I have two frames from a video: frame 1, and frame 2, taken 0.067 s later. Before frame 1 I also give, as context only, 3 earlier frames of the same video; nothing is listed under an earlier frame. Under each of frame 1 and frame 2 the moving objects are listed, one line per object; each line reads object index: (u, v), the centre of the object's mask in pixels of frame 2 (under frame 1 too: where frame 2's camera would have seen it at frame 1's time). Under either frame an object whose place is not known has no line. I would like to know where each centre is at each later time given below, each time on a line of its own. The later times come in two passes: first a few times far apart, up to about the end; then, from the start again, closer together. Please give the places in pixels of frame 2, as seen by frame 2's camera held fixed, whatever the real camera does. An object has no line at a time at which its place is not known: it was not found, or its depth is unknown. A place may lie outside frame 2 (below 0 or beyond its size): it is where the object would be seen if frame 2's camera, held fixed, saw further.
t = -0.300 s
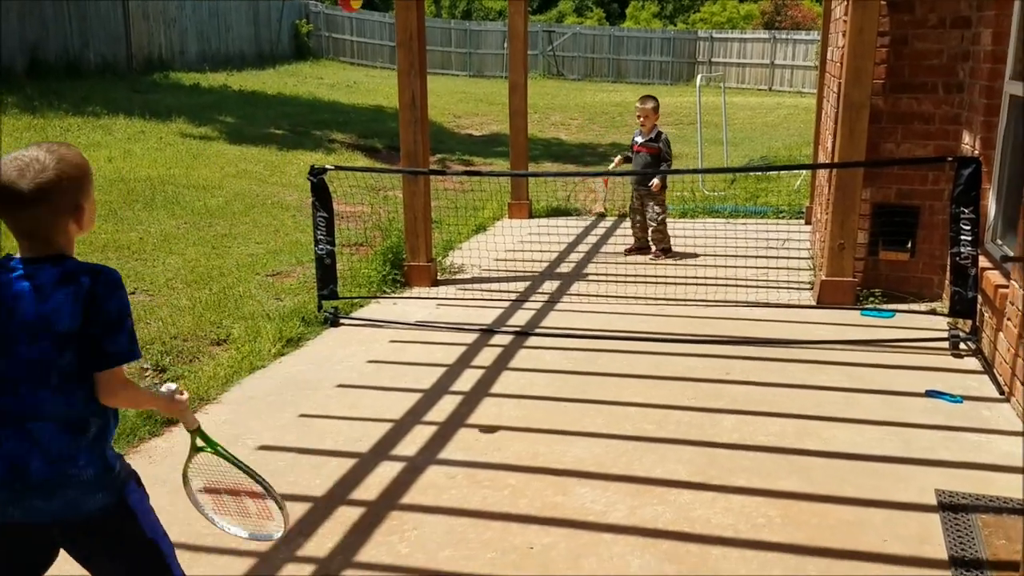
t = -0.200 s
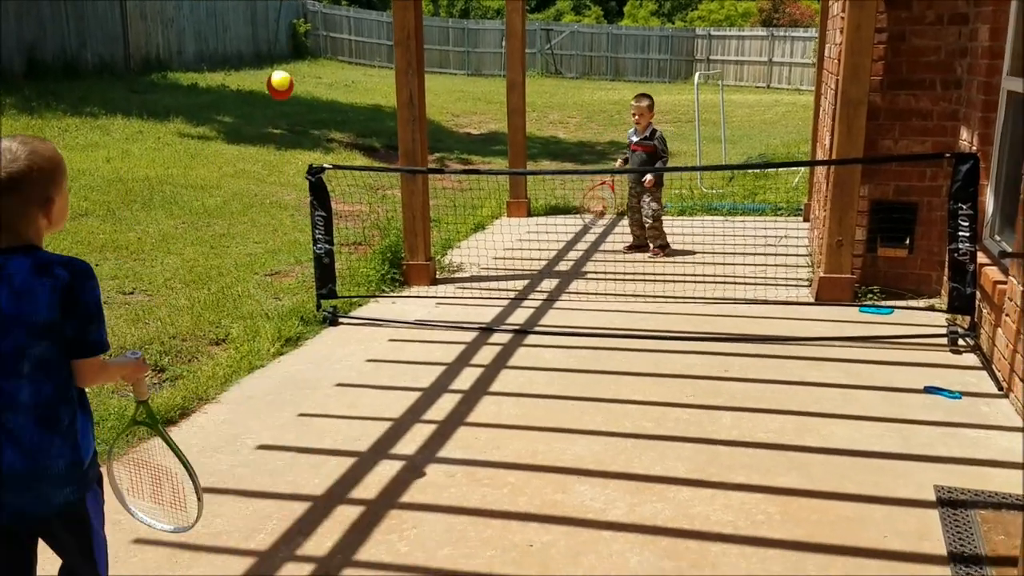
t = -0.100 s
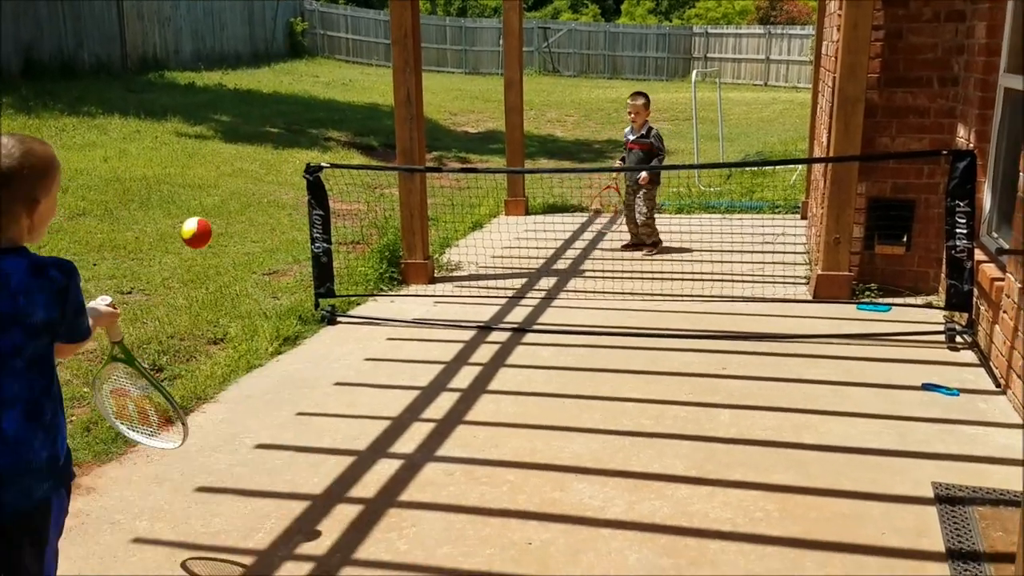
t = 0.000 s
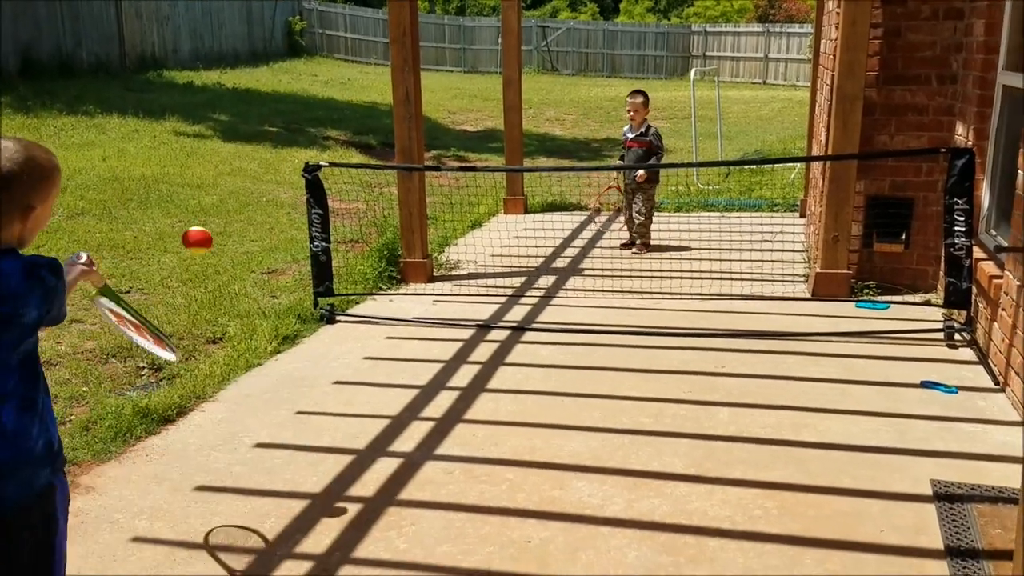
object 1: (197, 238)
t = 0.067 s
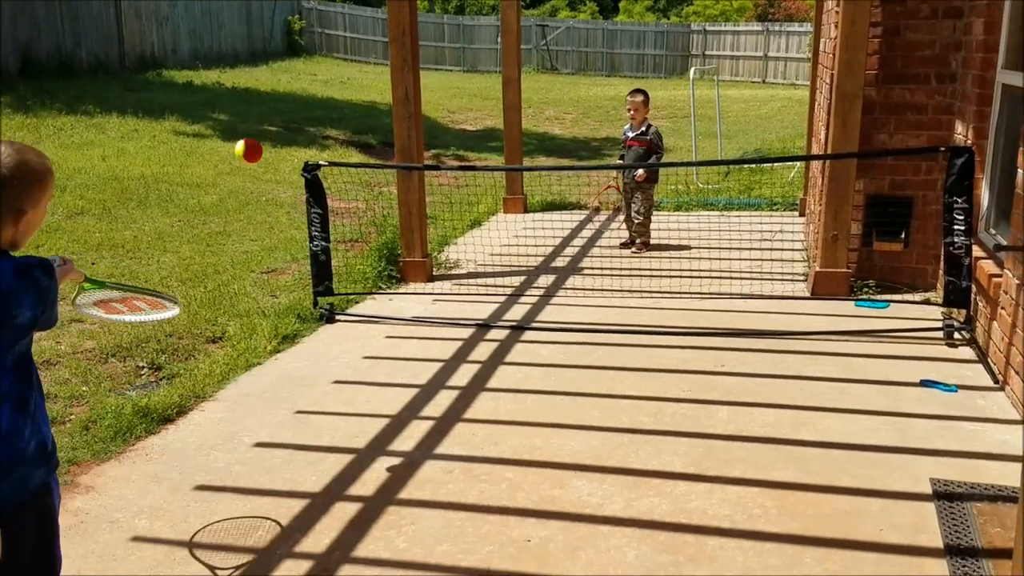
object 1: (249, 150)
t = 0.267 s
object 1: (373, 21)
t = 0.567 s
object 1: (490, 61)
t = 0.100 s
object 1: (273, 117)
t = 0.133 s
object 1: (296, 88)
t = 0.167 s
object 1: (318, 64)
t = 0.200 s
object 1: (336, 45)
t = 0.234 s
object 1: (356, 31)
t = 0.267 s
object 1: (373, 21)
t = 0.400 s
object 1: (433, 13)
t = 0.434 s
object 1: (446, 18)
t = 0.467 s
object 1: (458, 26)
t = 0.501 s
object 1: (470, 37)
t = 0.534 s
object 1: (480, 48)
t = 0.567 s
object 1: (490, 61)
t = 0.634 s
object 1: (508, 92)
